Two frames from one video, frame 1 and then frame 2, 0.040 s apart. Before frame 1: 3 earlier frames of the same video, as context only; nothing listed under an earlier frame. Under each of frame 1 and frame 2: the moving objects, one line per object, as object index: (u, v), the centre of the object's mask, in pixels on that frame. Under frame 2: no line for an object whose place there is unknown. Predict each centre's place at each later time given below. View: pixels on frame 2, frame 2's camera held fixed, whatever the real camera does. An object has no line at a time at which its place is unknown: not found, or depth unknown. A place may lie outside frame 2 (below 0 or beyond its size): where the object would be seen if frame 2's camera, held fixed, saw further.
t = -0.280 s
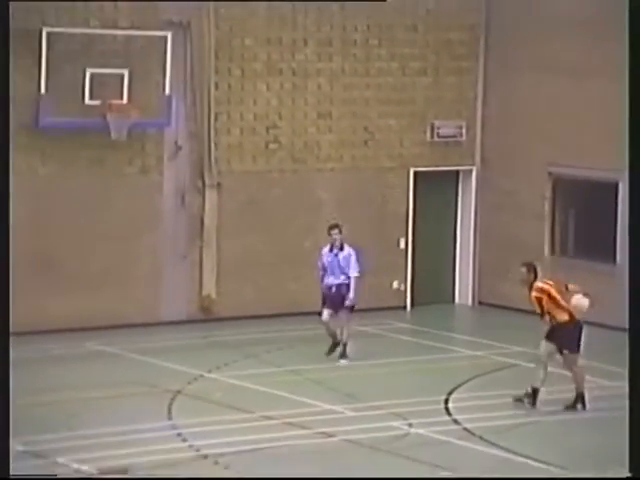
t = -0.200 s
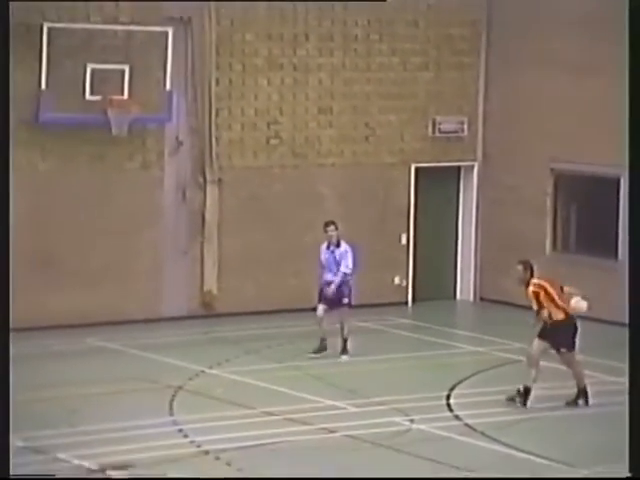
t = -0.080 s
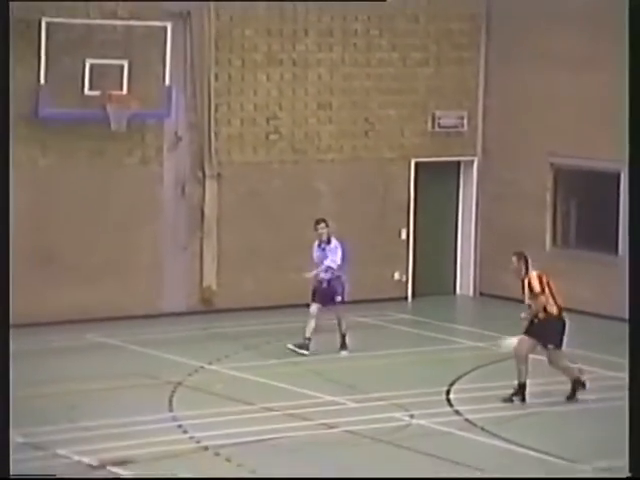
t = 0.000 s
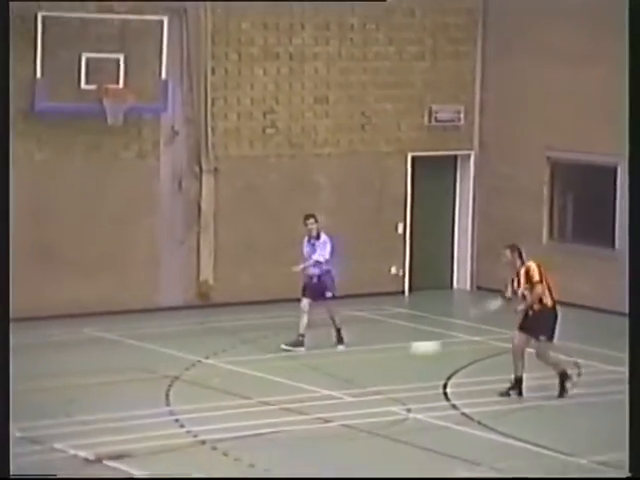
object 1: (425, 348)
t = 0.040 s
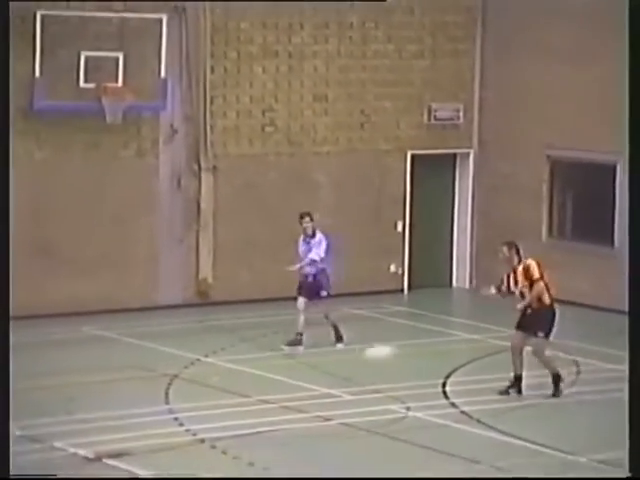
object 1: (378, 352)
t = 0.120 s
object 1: (291, 371)
